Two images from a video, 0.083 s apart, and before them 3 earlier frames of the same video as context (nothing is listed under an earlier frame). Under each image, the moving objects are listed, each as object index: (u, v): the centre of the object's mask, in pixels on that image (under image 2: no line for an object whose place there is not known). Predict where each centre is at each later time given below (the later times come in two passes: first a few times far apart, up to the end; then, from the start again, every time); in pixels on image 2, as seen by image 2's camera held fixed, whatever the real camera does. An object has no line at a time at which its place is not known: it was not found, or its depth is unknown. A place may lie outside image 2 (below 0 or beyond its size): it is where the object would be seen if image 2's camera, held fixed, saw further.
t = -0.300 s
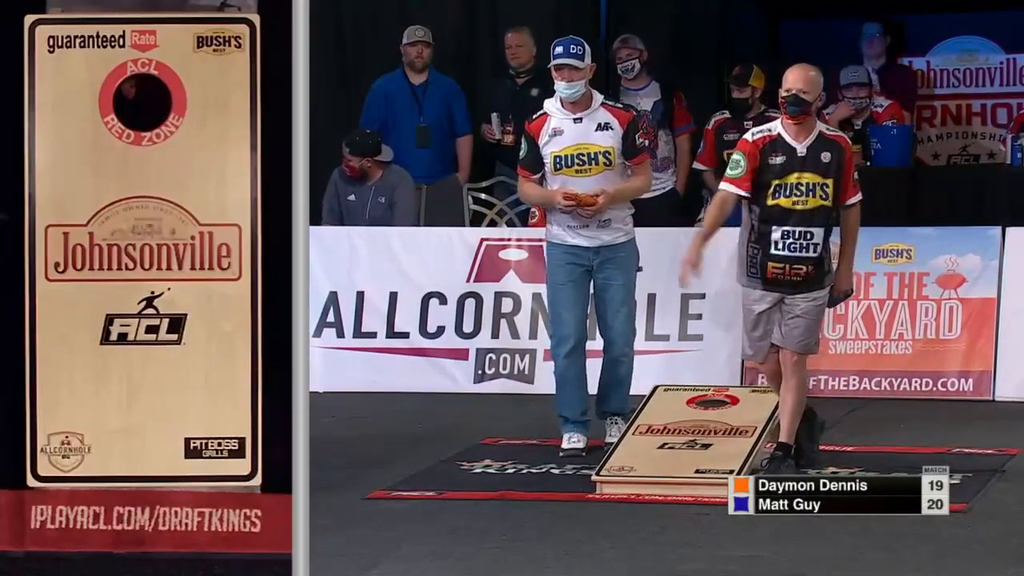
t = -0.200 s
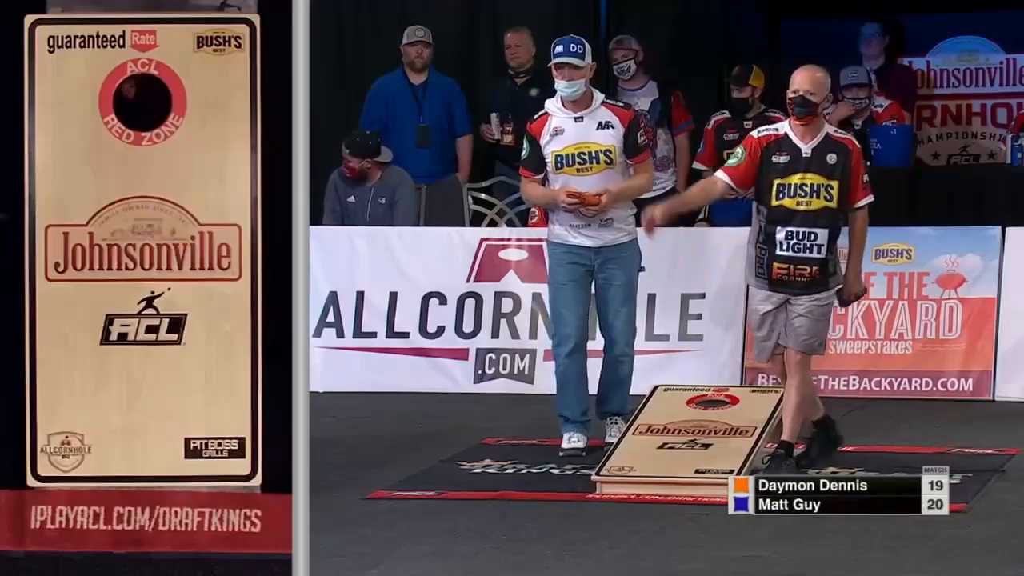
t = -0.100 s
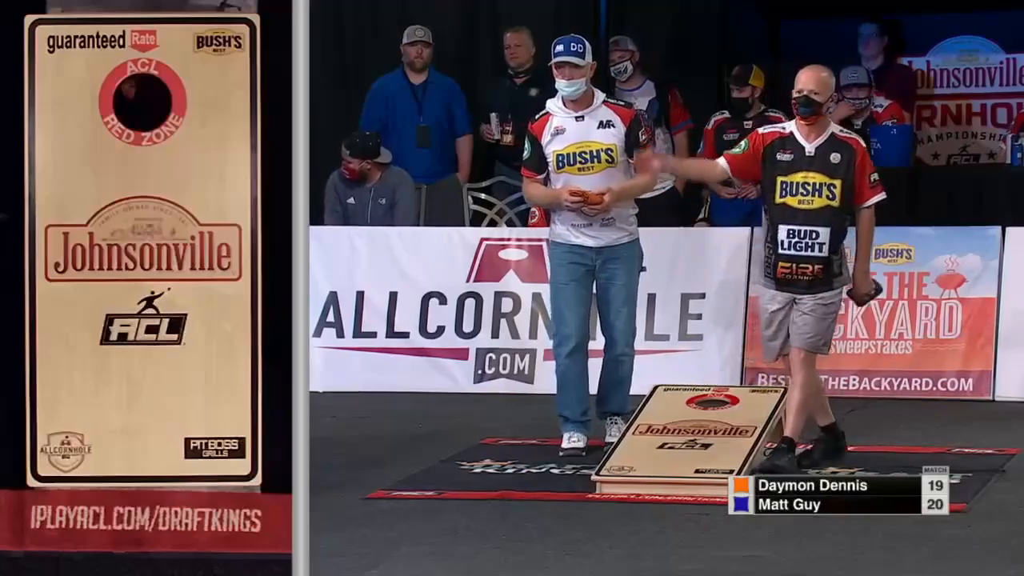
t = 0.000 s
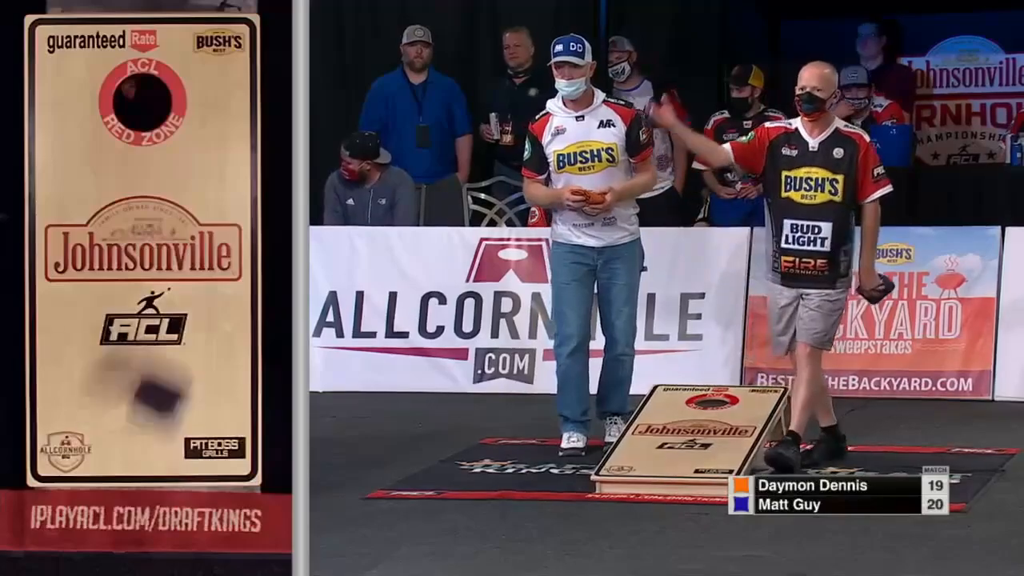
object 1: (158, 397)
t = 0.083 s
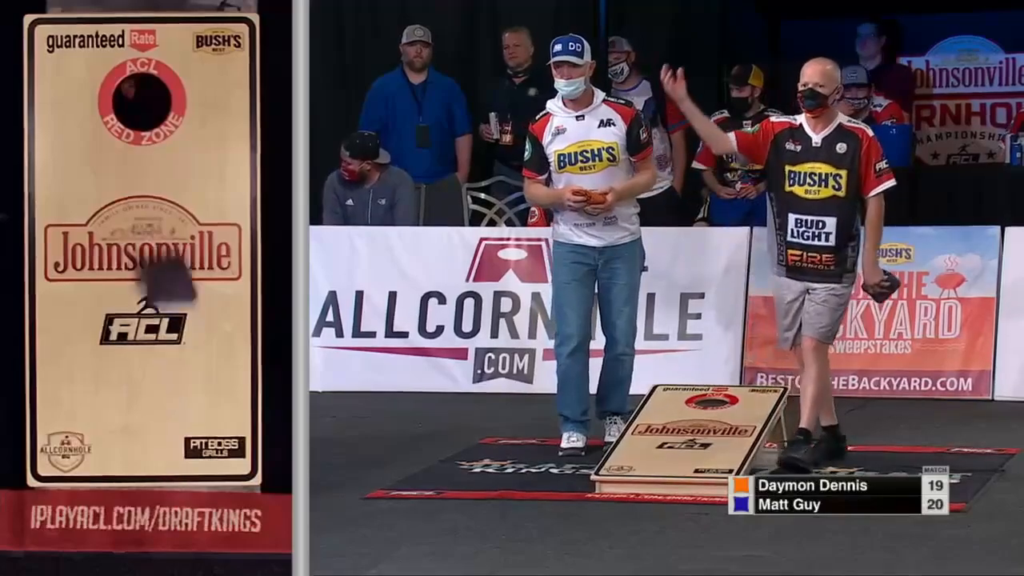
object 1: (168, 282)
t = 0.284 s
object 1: (188, 106)
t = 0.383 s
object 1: (194, 54)
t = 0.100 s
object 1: (169, 262)
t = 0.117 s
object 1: (168, 245)
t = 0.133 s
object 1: (173, 230)
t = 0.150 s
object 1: (175, 212)
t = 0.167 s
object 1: (175, 197)
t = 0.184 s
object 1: (177, 181)
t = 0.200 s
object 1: (179, 167)
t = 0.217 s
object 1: (181, 154)
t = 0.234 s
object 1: (183, 142)
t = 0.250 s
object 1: (185, 129)
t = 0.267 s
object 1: (186, 118)
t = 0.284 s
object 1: (188, 106)
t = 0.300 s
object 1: (189, 95)
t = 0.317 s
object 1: (189, 86)
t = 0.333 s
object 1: (191, 77)
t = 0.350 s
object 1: (191, 68)
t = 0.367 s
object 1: (192, 61)
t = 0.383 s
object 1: (194, 54)
